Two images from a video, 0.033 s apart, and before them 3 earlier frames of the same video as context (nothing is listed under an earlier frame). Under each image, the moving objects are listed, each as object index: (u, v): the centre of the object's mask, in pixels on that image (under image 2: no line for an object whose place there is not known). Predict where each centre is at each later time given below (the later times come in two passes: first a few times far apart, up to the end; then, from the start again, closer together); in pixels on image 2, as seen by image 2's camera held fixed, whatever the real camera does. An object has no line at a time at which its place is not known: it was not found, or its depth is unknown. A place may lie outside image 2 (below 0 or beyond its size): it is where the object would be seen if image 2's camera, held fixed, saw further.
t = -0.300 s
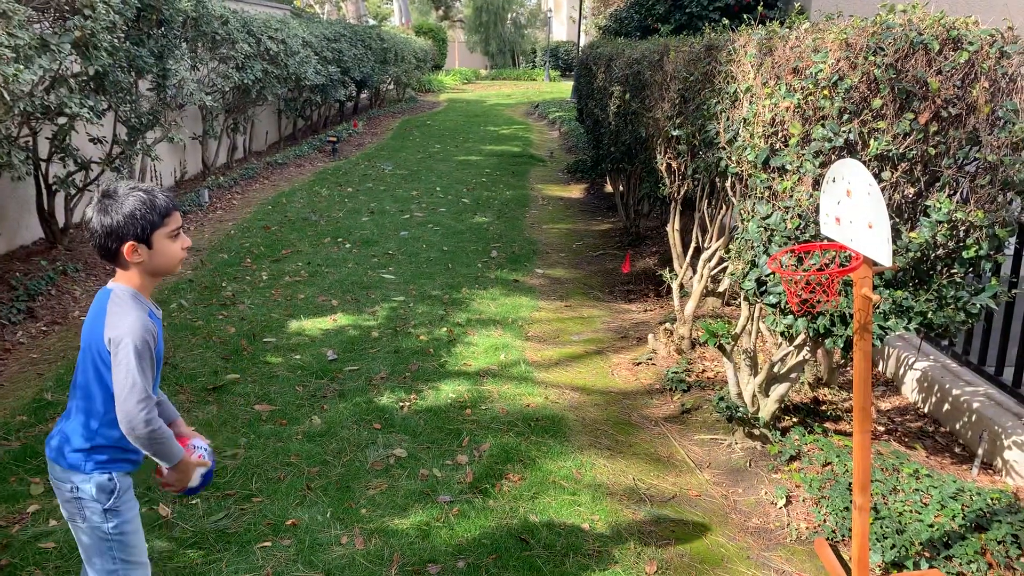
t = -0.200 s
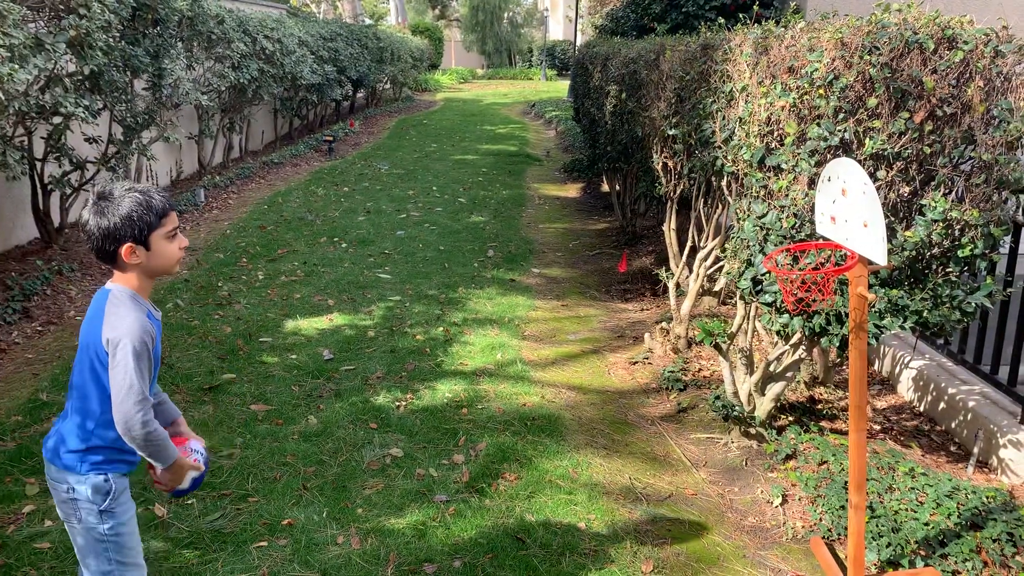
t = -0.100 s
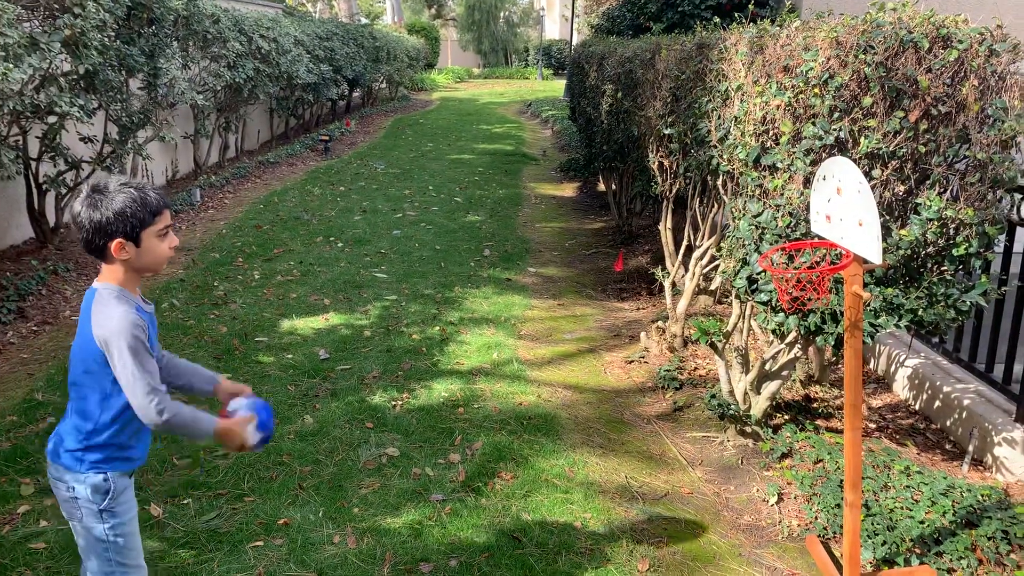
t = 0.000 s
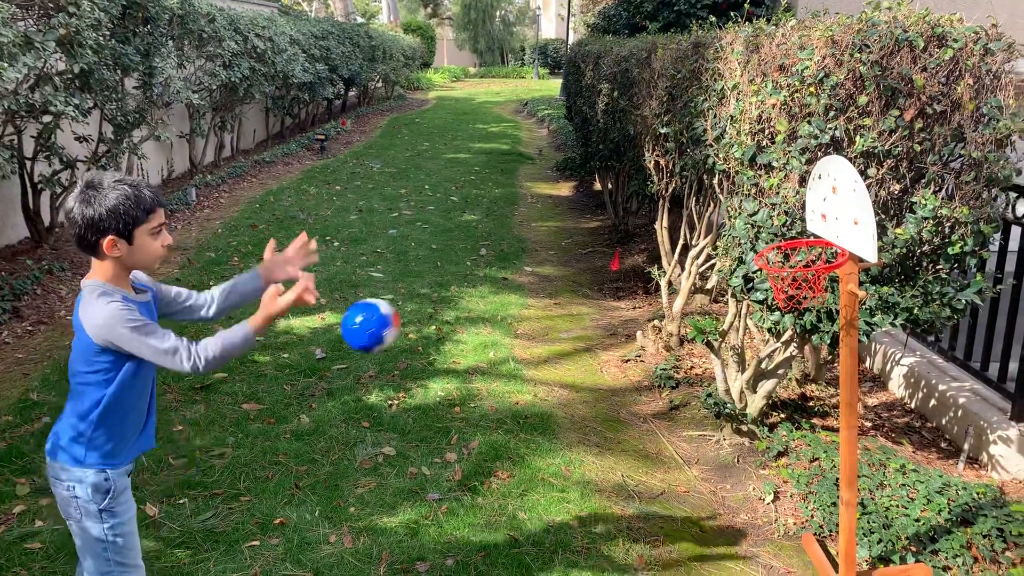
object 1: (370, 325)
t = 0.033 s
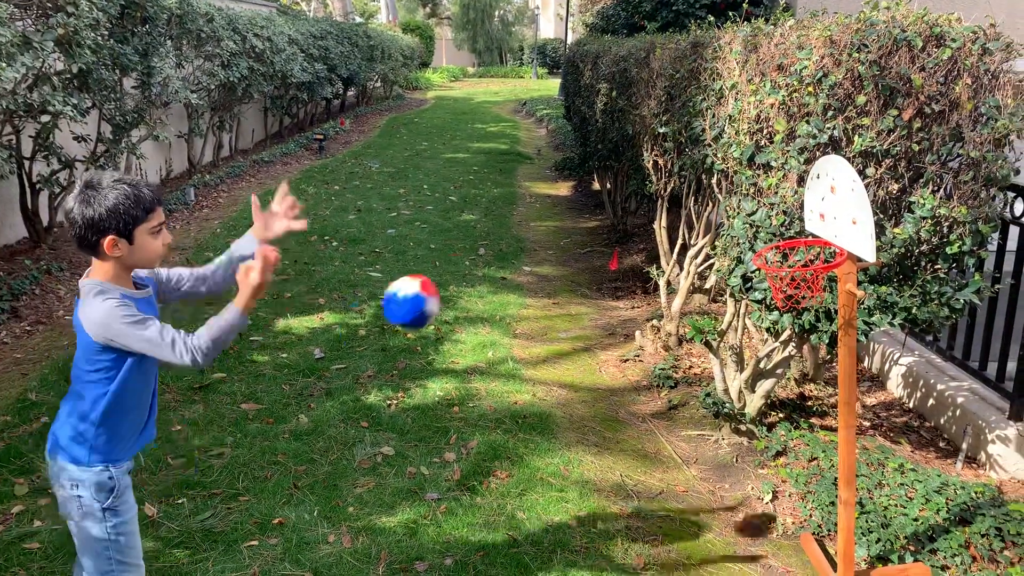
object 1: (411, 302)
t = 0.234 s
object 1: (649, 241)
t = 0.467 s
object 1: (704, 364)
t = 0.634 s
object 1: (677, 511)
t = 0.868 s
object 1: (687, 393)
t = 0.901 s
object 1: (688, 389)
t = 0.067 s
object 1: (454, 282)
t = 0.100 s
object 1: (495, 265)
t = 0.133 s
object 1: (536, 253)
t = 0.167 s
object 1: (575, 245)
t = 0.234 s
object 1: (649, 241)
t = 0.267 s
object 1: (686, 248)
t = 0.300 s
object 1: (721, 256)
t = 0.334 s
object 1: (736, 271)
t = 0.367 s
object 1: (728, 290)
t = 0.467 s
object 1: (704, 364)
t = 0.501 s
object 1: (697, 393)
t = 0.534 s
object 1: (691, 423)
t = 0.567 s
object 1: (686, 455)
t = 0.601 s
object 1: (681, 488)
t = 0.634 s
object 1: (677, 511)
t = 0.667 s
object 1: (679, 485)
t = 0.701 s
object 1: (680, 462)
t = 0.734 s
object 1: (683, 442)
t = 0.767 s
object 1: (683, 425)
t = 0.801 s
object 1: (684, 412)
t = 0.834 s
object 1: (686, 400)
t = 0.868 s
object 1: (687, 393)
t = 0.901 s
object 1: (688, 389)
